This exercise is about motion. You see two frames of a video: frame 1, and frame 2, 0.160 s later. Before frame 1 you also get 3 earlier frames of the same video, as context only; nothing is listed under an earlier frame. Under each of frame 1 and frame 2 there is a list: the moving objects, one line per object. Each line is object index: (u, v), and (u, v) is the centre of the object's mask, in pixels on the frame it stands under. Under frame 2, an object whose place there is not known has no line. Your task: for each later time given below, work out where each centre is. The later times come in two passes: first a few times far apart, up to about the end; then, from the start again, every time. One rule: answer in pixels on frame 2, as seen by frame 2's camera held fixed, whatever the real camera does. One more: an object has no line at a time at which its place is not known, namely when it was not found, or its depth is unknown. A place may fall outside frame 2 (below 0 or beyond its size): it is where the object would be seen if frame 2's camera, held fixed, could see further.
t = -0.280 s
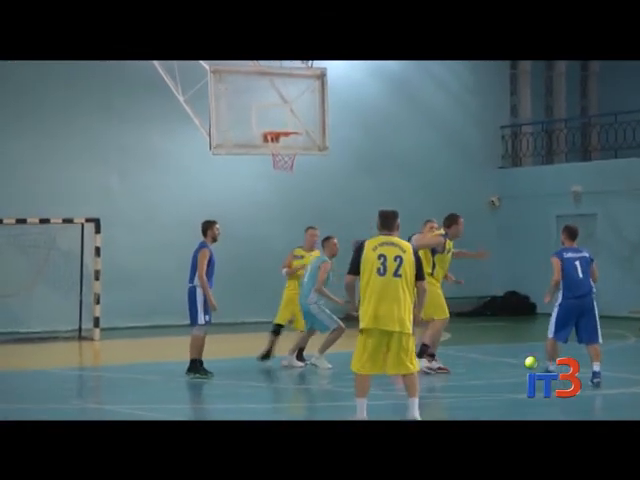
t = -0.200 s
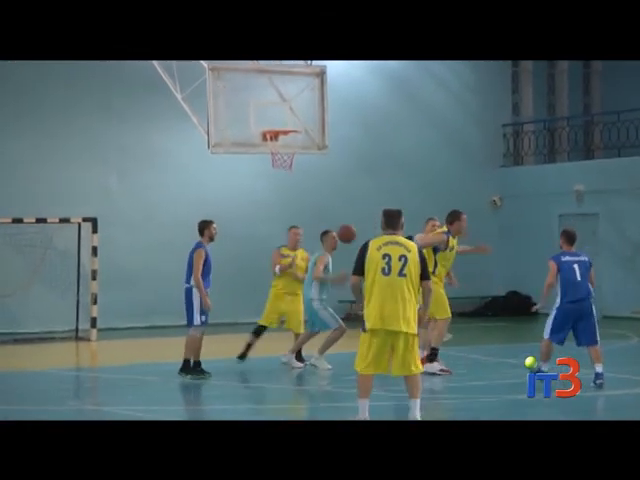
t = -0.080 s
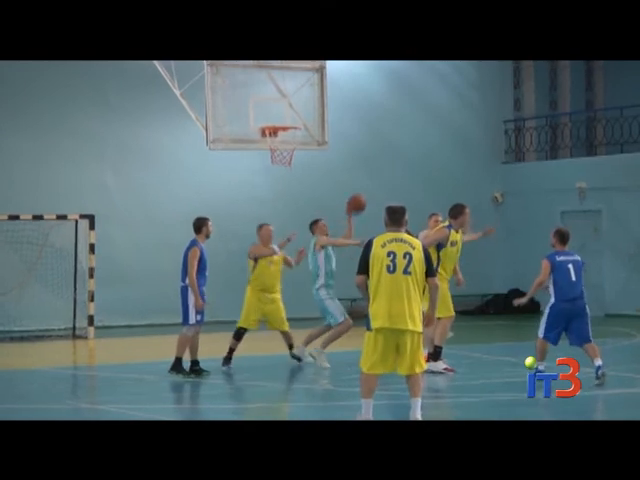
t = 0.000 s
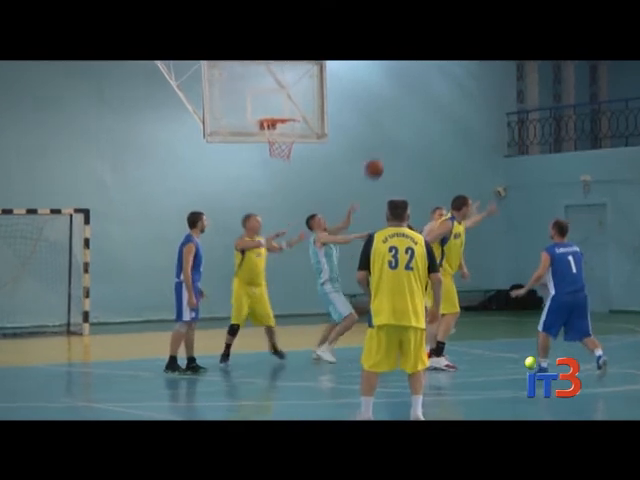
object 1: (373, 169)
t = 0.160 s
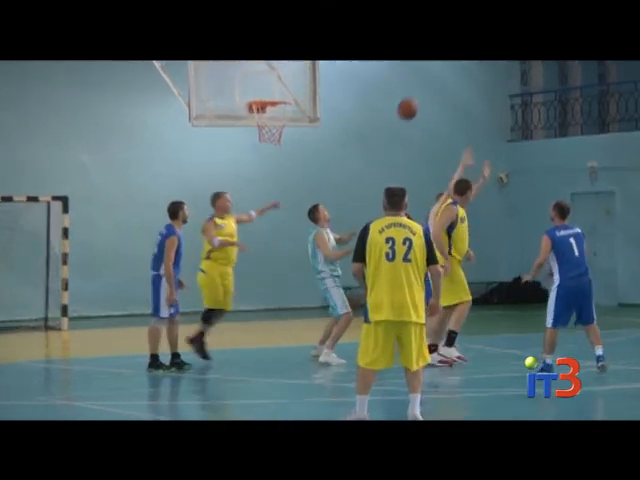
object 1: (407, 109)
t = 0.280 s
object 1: (434, 89)
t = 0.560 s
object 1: (500, 94)
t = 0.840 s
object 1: (567, 165)
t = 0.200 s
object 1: (415, 103)
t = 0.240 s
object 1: (425, 96)
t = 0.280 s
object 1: (434, 89)
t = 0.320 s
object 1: (444, 85)
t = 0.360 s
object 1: (453, 83)
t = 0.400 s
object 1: (463, 83)
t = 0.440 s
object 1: (471, 83)
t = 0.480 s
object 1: (481, 86)
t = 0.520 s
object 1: (491, 89)
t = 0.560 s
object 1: (500, 94)
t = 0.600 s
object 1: (510, 99)
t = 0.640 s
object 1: (521, 105)
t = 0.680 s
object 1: (530, 115)
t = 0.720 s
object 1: (539, 125)
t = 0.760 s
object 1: (547, 137)
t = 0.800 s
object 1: (556, 151)
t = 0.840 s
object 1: (567, 165)
